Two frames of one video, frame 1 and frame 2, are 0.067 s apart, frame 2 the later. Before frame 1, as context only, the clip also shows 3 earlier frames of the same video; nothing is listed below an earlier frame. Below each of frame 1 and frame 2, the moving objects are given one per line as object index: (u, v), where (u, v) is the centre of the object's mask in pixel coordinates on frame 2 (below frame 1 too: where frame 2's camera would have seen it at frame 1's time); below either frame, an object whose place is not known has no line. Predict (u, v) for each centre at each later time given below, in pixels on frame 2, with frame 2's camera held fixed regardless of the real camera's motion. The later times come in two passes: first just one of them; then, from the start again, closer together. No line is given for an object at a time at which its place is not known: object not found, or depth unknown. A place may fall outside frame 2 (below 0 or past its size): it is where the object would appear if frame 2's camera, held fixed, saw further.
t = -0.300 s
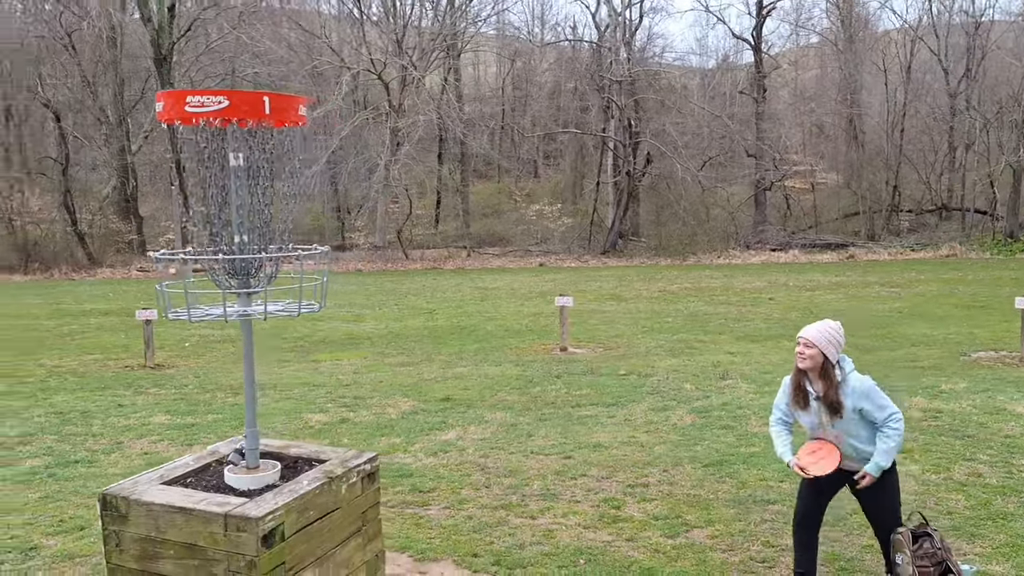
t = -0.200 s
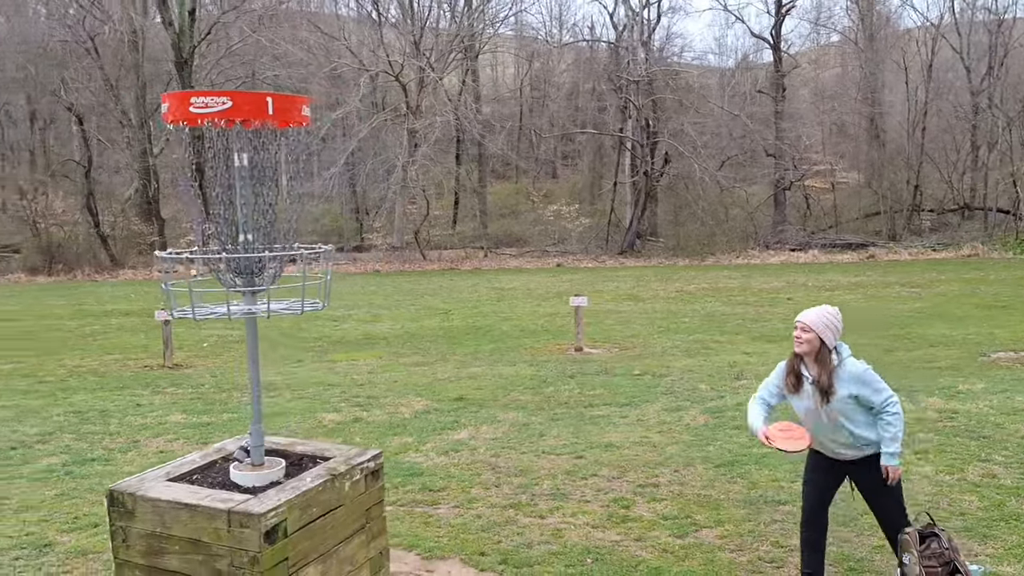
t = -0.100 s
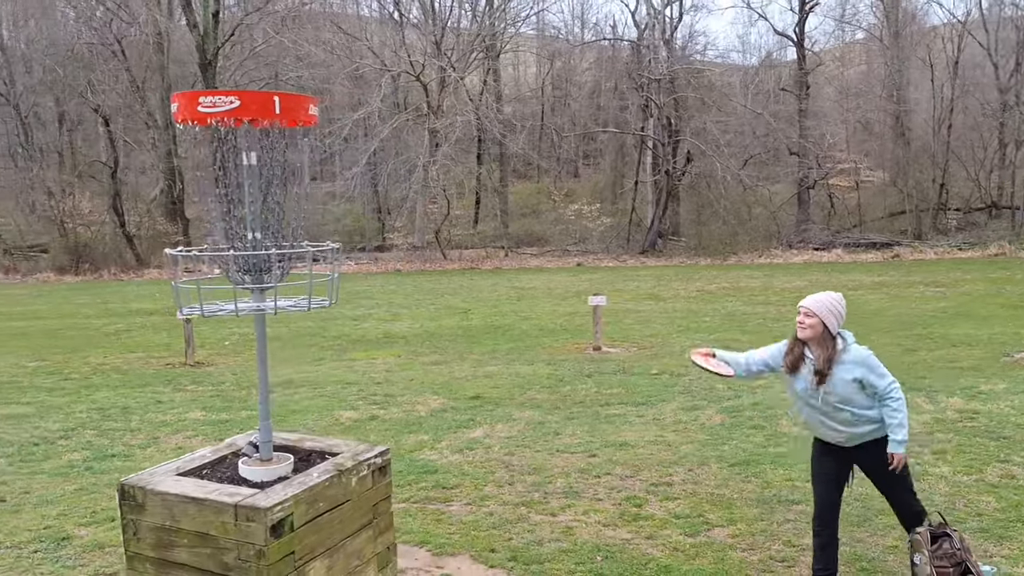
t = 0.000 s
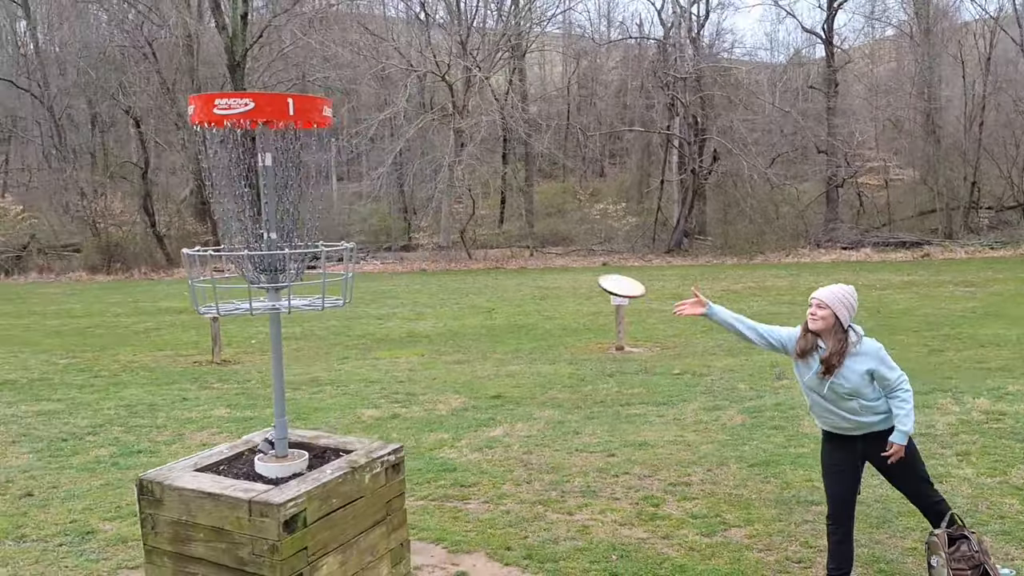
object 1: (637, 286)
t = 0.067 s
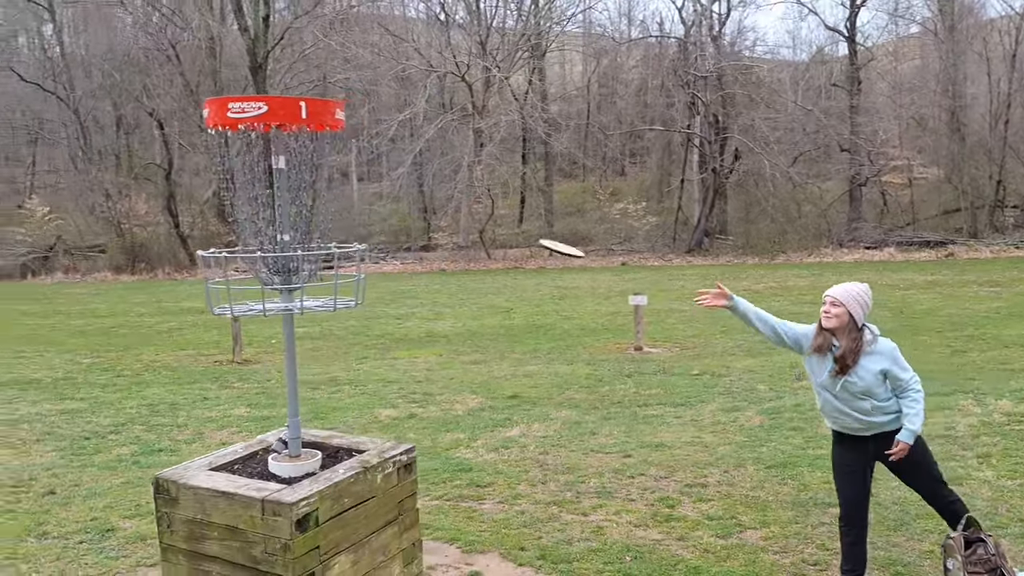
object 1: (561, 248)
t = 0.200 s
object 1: (405, 203)
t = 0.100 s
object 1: (523, 233)
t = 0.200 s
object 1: (405, 203)
